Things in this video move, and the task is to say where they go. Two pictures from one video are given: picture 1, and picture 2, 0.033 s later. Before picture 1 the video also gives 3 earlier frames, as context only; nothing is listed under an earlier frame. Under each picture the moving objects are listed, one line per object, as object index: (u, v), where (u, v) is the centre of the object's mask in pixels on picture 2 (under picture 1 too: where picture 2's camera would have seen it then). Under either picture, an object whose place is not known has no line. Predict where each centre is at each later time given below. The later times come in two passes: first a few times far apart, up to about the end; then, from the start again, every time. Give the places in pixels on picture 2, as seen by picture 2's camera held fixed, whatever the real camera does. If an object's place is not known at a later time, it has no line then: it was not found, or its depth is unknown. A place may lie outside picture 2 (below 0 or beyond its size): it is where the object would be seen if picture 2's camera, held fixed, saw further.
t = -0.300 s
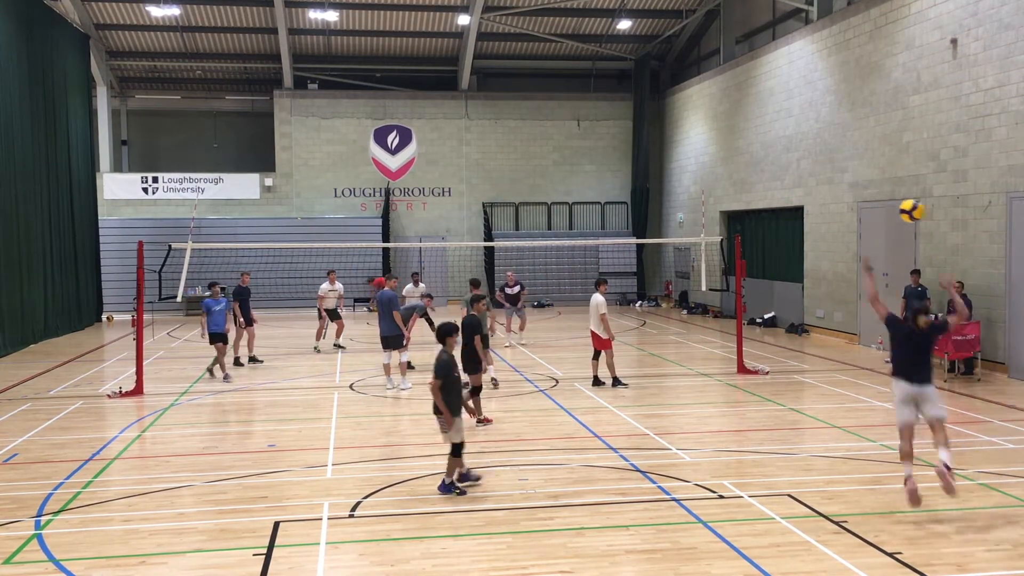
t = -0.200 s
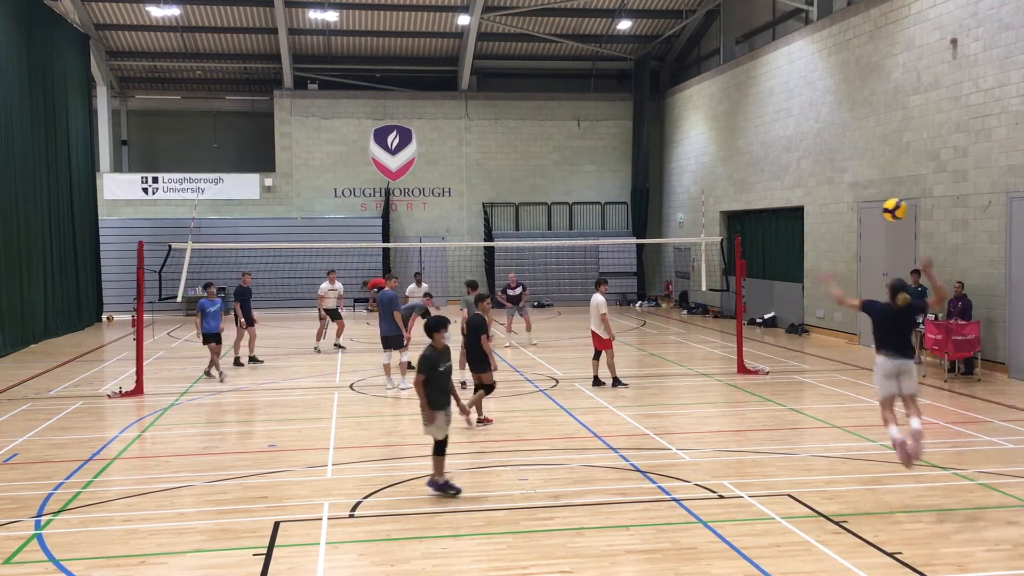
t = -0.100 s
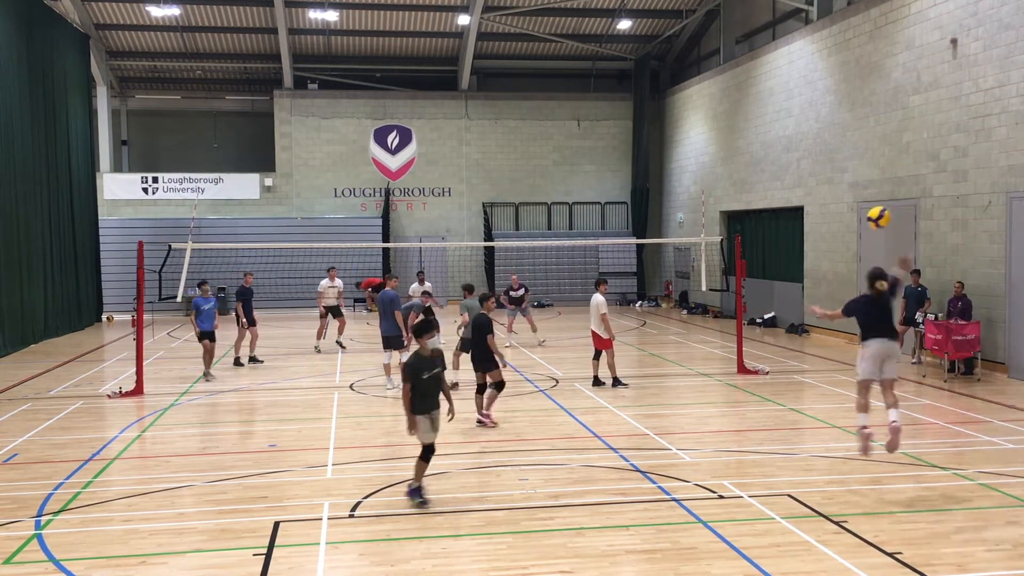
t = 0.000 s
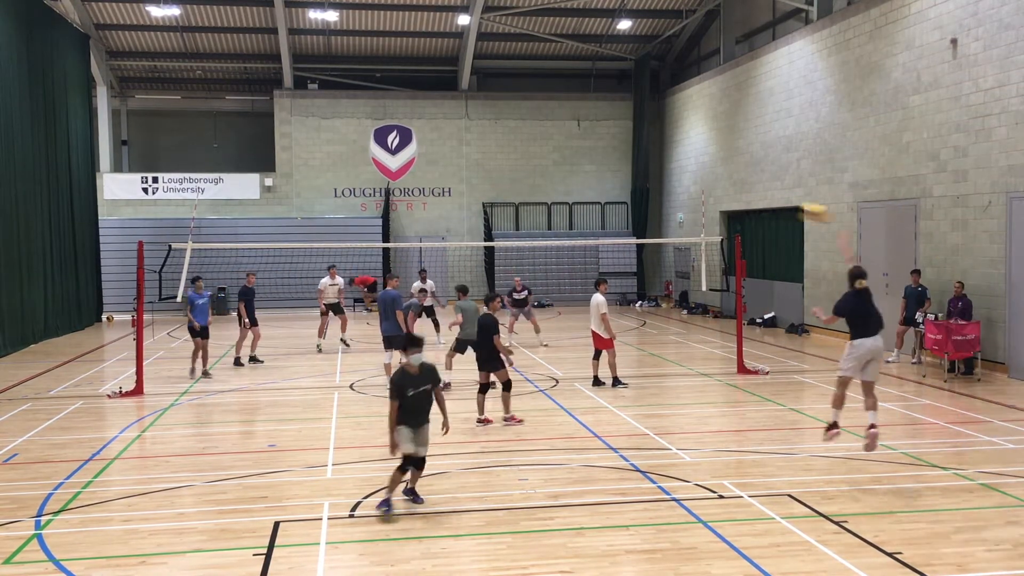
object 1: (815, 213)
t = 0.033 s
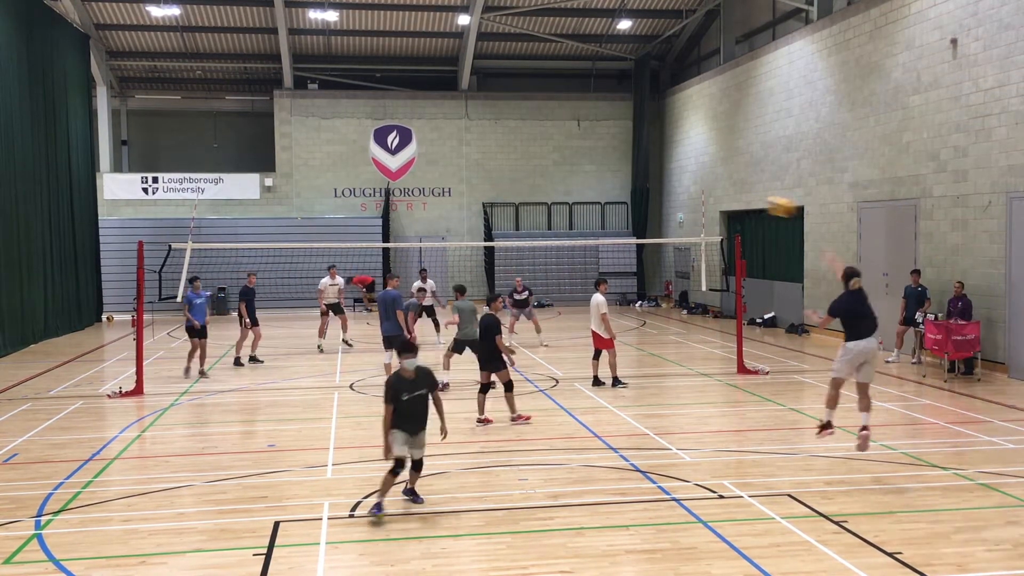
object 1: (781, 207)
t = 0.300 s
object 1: (593, 188)
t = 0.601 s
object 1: (480, 211)
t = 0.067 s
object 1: (750, 201)
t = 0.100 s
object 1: (721, 196)
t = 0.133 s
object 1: (696, 193)
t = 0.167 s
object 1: (671, 190)
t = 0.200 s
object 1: (650, 189)
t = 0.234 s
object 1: (630, 188)
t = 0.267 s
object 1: (611, 188)
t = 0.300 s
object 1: (593, 188)
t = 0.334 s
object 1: (577, 188)
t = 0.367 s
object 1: (562, 189)
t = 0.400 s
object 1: (548, 191)
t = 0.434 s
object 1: (535, 193)
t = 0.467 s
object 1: (522, 196)
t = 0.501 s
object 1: (511, 199)
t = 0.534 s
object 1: (501, 202)
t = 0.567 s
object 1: (490, 207)
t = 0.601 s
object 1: (480, 211)
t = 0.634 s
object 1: (471, 215)
